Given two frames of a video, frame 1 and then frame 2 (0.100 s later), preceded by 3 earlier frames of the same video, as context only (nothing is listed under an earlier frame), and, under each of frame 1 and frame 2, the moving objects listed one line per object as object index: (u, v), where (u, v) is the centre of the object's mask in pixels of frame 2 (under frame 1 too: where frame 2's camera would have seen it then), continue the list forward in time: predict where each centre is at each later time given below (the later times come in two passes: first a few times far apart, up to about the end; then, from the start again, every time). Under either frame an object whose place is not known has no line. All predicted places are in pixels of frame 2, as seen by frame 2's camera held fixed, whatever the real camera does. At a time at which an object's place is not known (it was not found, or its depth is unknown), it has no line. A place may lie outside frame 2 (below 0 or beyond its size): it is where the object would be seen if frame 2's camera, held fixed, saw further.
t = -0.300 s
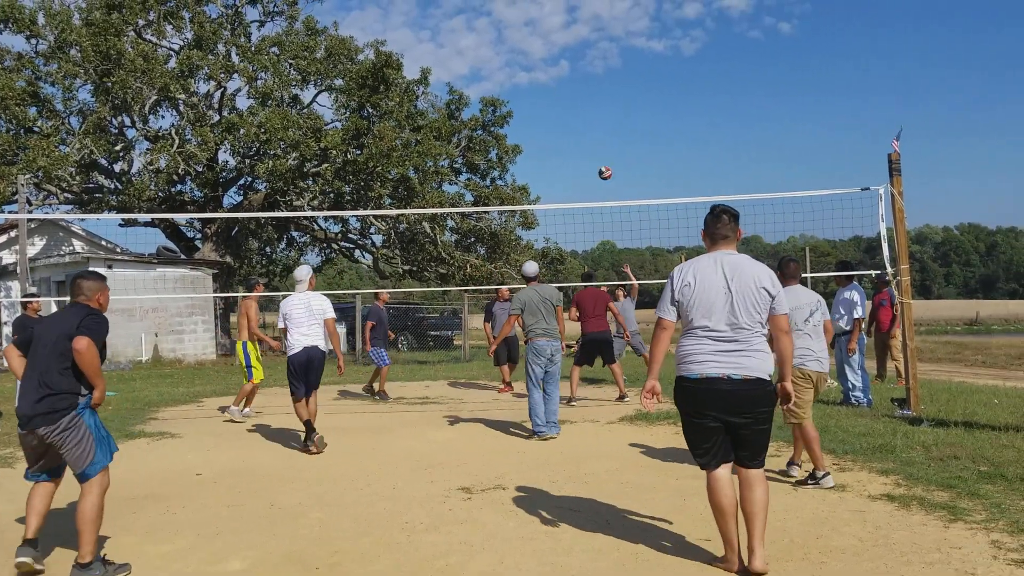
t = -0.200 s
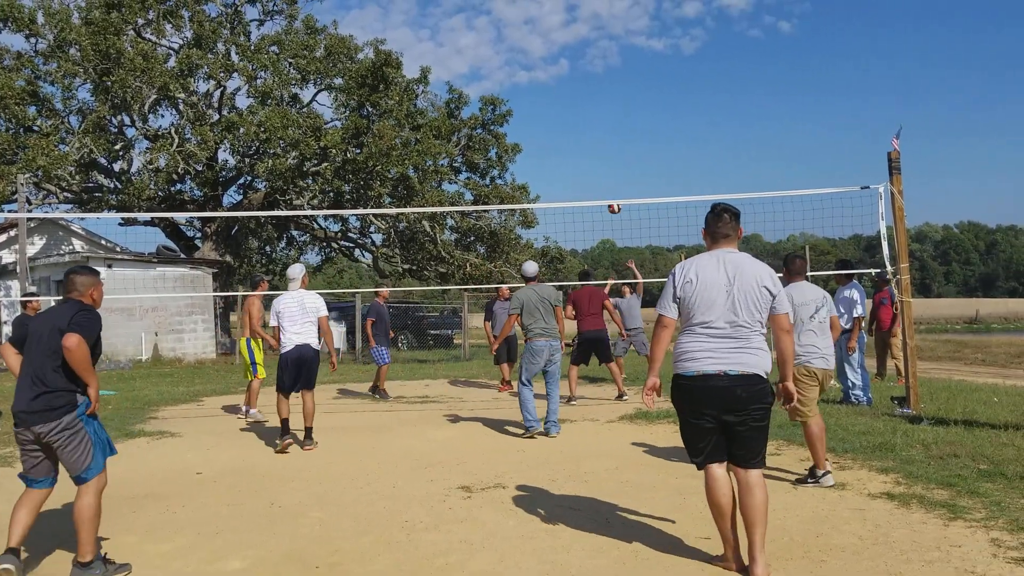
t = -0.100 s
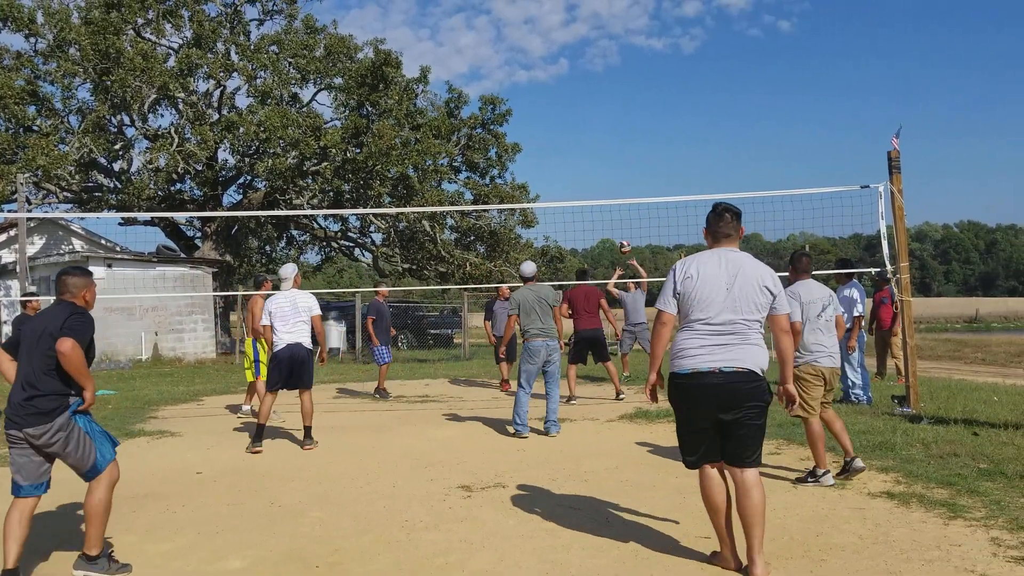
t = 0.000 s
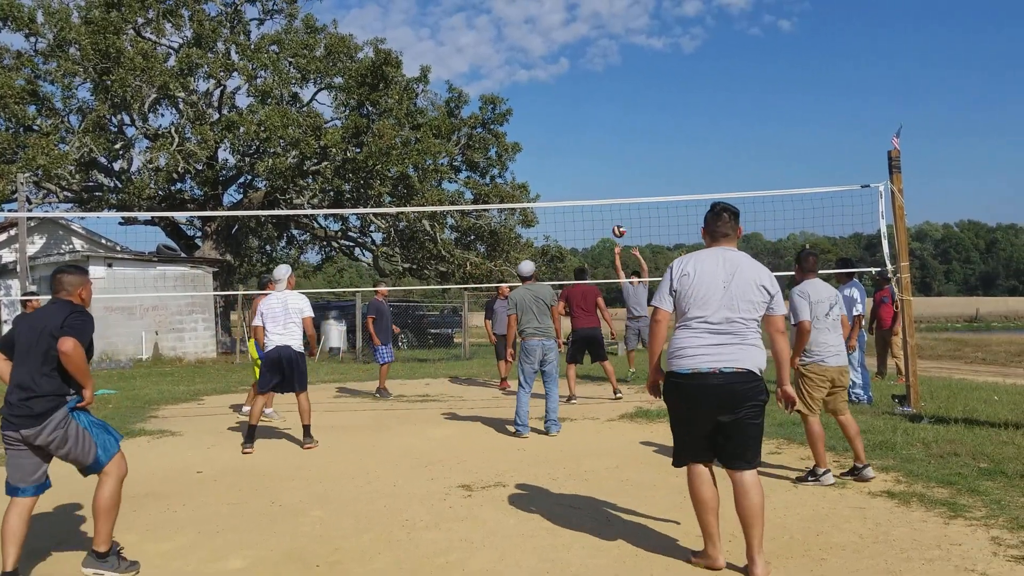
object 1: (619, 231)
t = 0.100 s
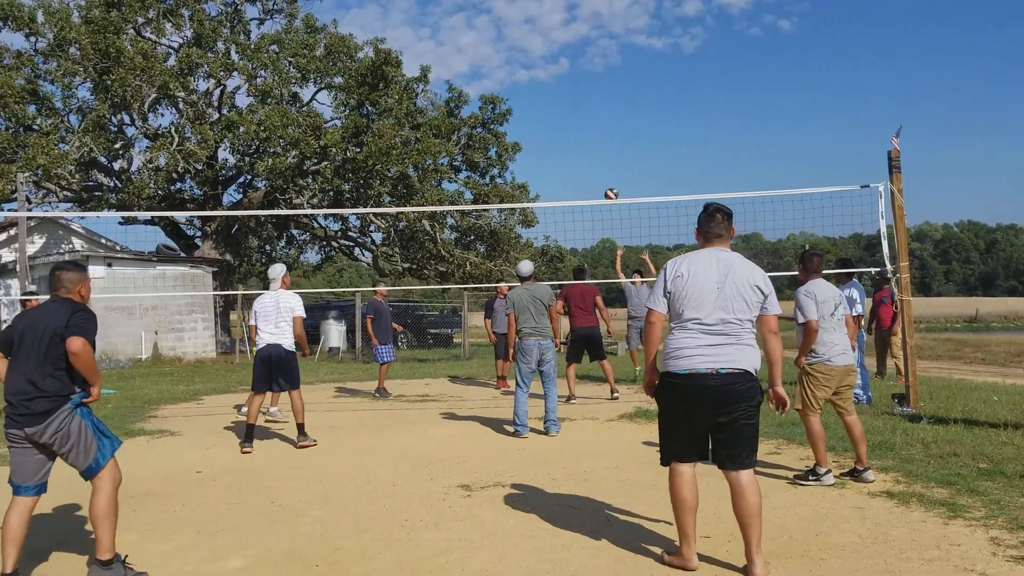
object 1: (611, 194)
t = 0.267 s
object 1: (598, 146)
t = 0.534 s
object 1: (574, 102)
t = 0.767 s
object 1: (552, 105)
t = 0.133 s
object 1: (609, 184)
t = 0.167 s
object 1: (606, 173)
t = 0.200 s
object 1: (603, 164)
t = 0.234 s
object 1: (601, 155)
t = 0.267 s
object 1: (598, 146)
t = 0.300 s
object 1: (595, 138)
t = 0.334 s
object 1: (592, 131)
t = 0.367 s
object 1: (589, 124)
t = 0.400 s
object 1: (586, 118)
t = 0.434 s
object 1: (583, 113)
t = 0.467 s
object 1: (580, 109)
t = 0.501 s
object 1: (577, 105)
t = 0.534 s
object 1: (574, 102)
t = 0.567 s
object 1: (571, 100)
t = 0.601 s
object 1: (568, 98)
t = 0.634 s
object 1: (565, 98)
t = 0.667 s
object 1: (562, 98)
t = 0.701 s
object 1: (558, 99)
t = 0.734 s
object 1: (555, 102)
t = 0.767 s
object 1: (552, 105)
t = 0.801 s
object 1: (548, 109)
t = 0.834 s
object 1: (545, 114)
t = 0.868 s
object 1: (542, 120)
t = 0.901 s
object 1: (539, 127)
